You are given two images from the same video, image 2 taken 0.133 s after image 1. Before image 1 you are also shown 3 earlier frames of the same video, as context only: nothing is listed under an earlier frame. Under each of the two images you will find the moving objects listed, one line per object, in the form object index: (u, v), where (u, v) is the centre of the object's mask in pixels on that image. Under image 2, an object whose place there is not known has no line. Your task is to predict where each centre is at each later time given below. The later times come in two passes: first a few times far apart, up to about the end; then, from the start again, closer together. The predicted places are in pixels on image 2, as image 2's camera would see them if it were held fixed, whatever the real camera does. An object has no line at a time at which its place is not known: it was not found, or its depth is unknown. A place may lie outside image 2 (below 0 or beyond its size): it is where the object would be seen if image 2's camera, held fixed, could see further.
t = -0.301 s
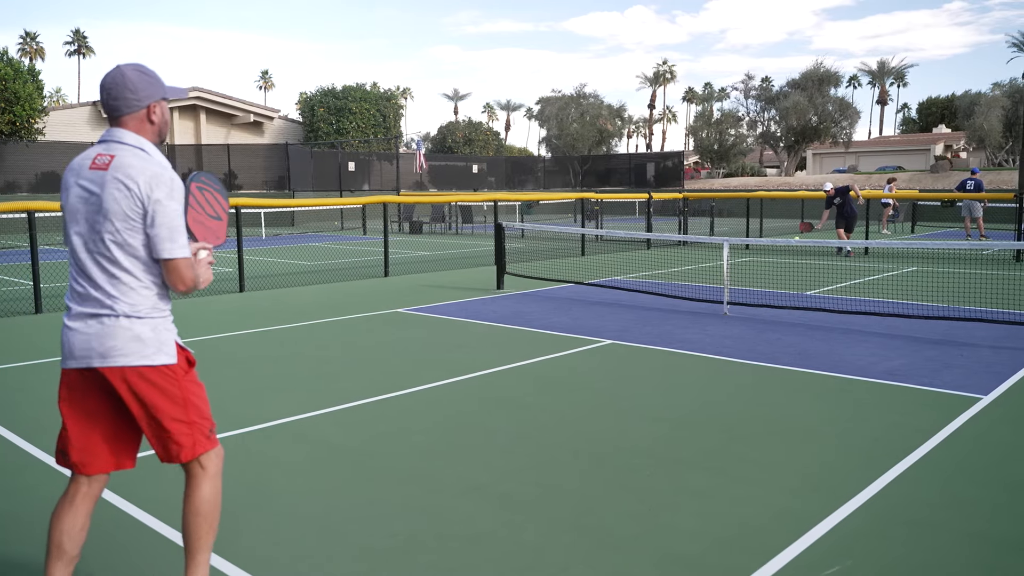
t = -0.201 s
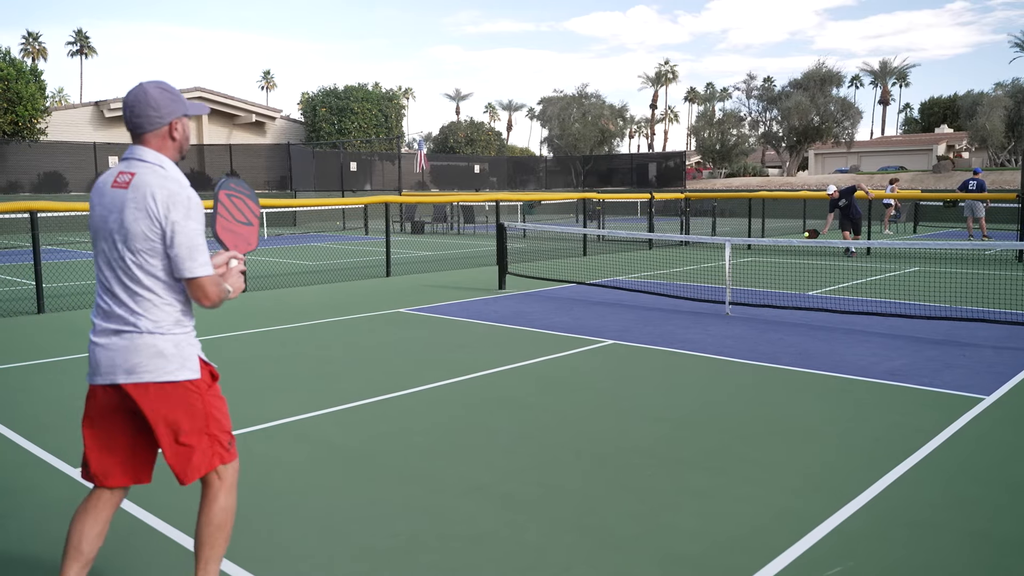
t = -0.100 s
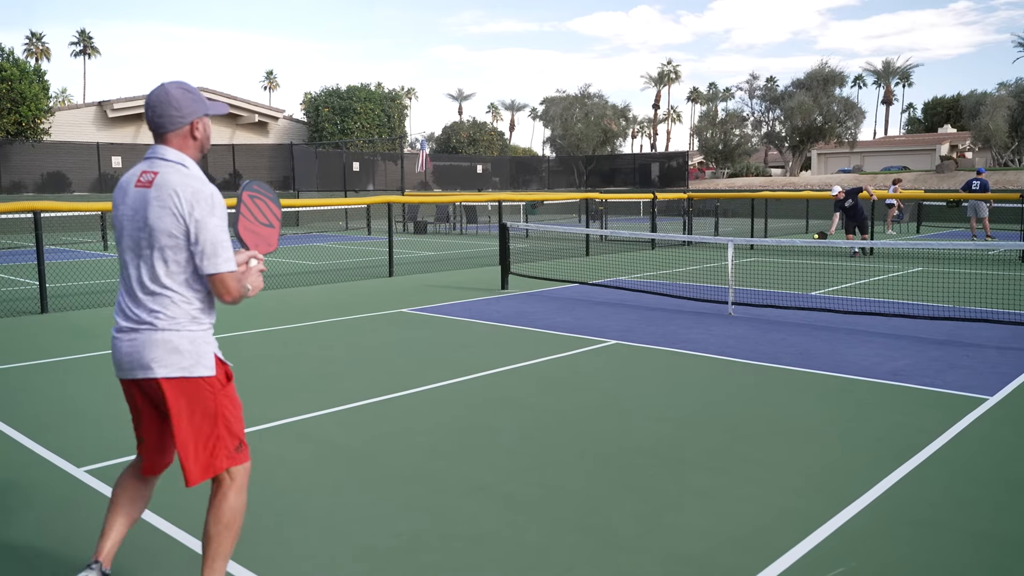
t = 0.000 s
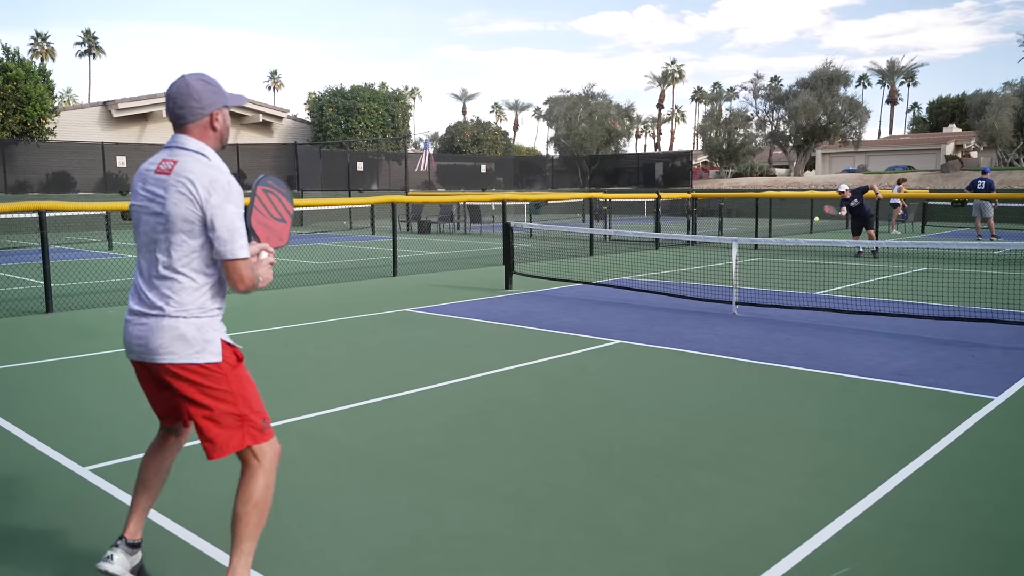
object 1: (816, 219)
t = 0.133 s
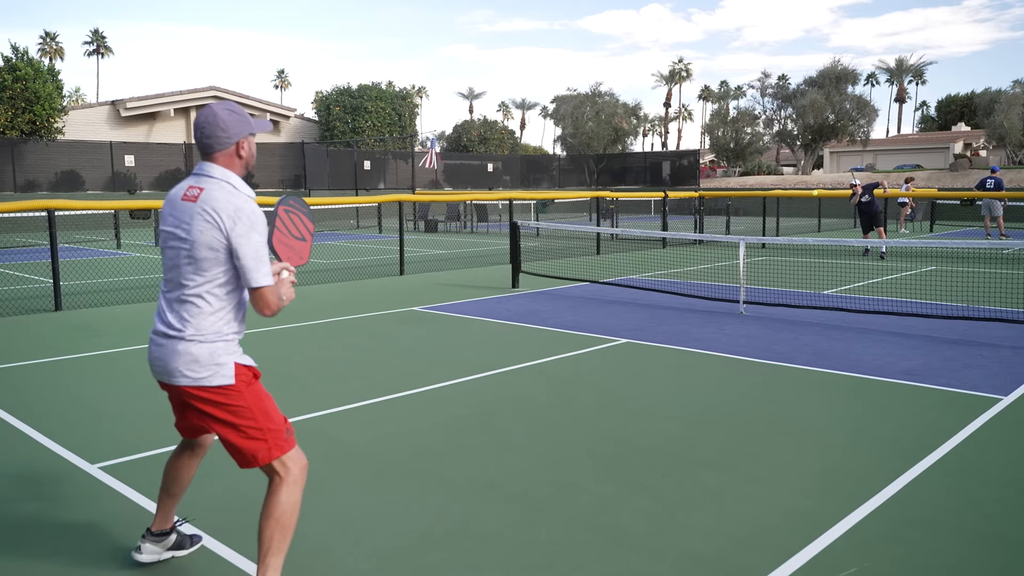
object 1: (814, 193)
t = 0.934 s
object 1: (667, 306)
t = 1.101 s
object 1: (607, 392)
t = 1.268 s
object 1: (561, 359)
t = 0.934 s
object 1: (667, 306)
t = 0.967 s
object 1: (654, 332)
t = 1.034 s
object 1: (625, 397)
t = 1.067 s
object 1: (614, 404)
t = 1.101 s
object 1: (607, 392)
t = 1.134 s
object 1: (599, 382)
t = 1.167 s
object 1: (590, 374)
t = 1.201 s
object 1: (581, 367)
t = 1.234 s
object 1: (571, 362)
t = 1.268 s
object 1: (561, 359)
